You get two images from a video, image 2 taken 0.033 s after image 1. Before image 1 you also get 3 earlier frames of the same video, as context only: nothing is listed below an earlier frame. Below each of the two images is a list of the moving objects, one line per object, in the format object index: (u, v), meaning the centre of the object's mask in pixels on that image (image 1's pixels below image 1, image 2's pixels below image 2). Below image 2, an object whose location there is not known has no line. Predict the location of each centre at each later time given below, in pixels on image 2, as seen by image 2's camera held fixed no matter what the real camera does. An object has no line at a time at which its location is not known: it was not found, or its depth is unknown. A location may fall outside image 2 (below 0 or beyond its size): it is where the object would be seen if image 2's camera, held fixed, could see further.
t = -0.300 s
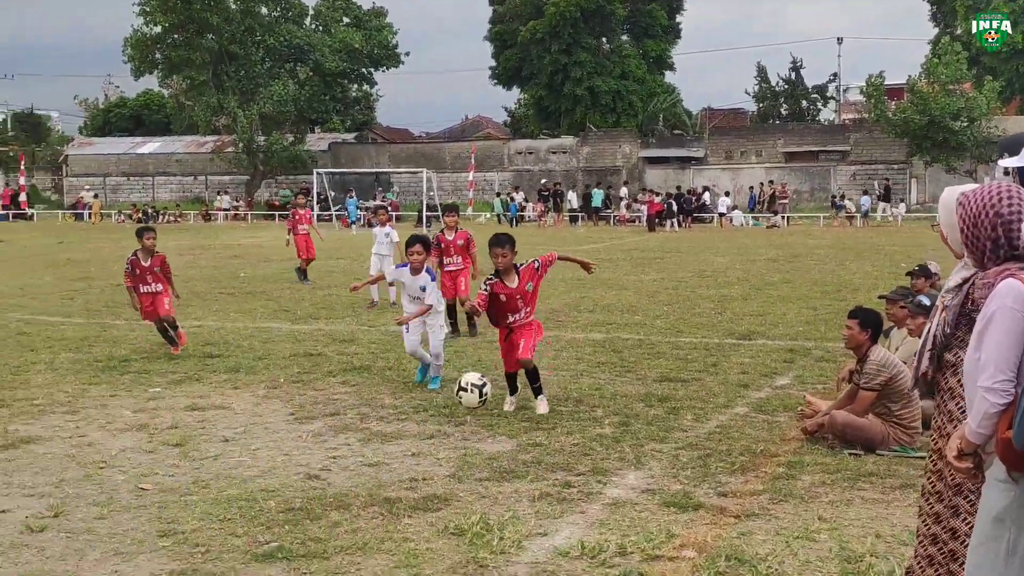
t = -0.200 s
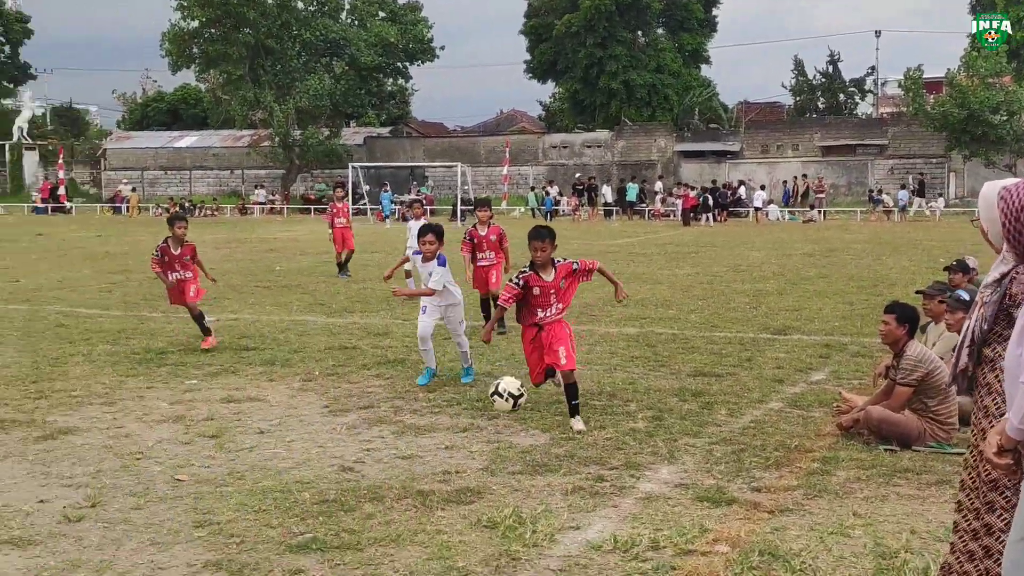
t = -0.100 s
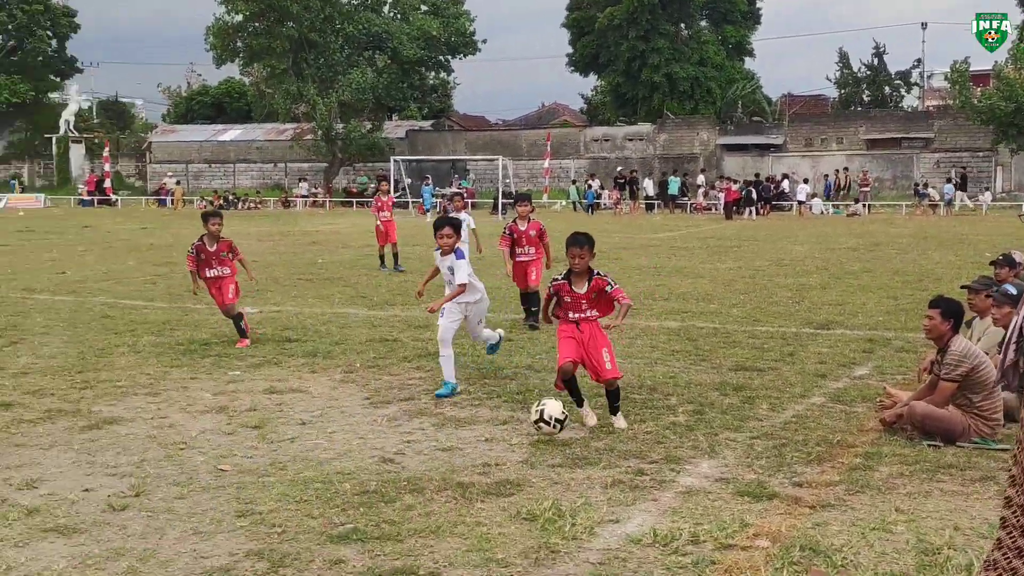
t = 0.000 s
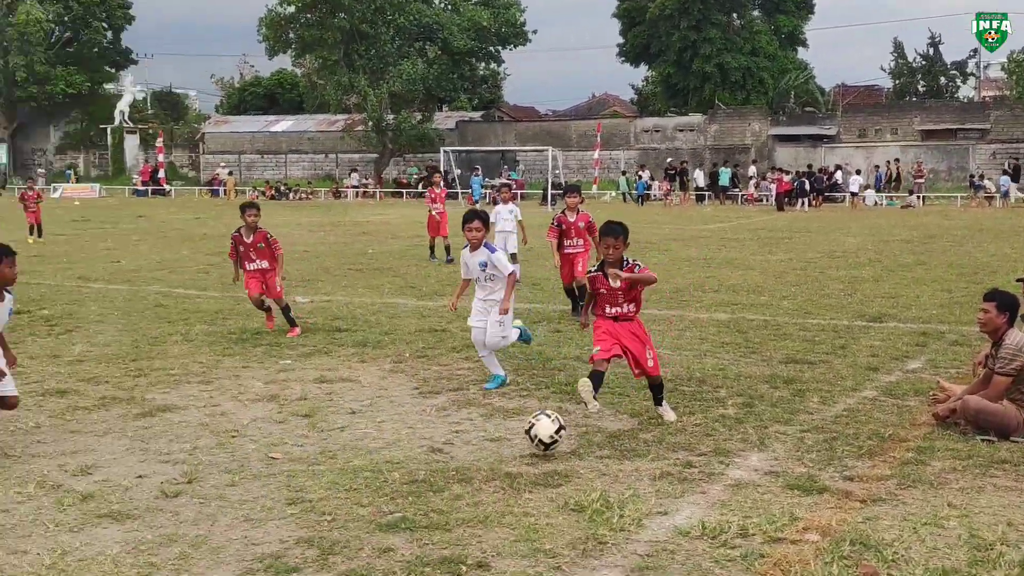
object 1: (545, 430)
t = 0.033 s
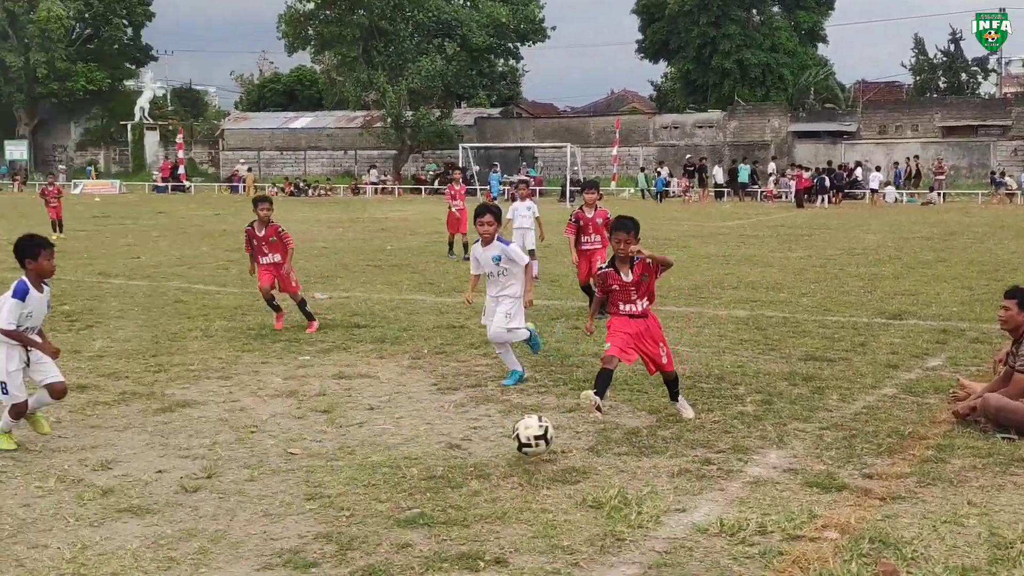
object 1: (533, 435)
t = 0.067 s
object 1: (500, 446)
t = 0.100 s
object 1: (465, 460)
